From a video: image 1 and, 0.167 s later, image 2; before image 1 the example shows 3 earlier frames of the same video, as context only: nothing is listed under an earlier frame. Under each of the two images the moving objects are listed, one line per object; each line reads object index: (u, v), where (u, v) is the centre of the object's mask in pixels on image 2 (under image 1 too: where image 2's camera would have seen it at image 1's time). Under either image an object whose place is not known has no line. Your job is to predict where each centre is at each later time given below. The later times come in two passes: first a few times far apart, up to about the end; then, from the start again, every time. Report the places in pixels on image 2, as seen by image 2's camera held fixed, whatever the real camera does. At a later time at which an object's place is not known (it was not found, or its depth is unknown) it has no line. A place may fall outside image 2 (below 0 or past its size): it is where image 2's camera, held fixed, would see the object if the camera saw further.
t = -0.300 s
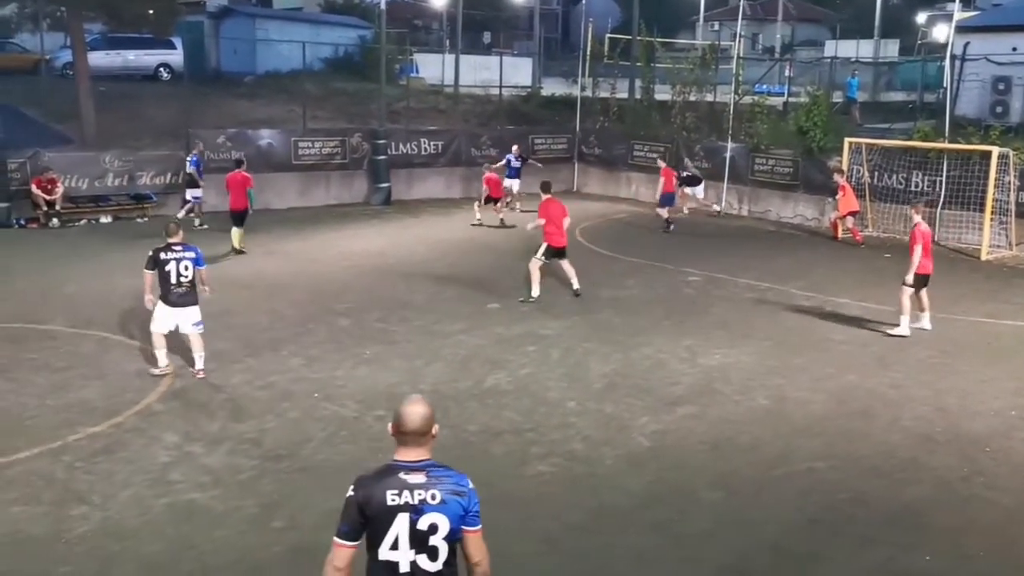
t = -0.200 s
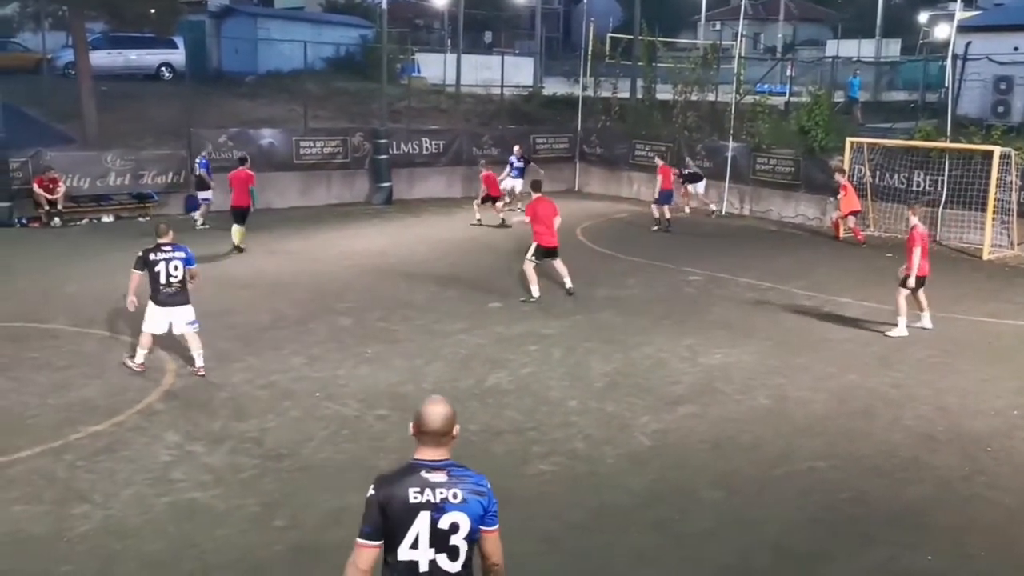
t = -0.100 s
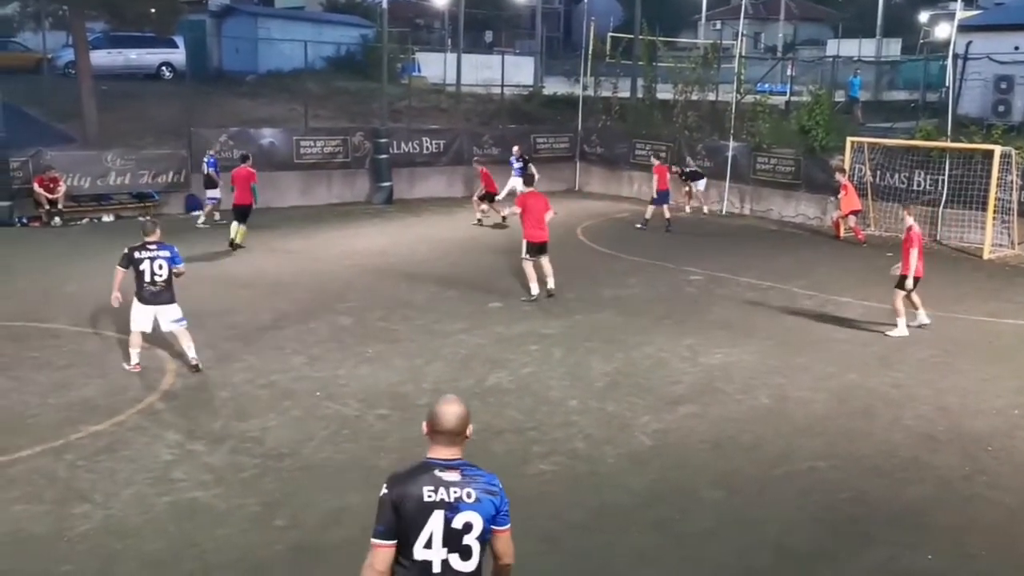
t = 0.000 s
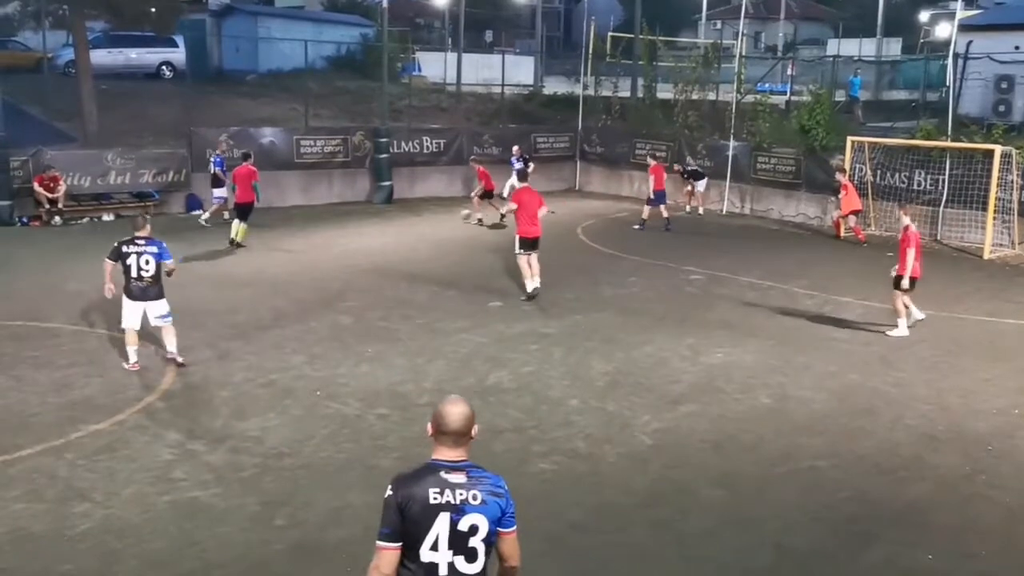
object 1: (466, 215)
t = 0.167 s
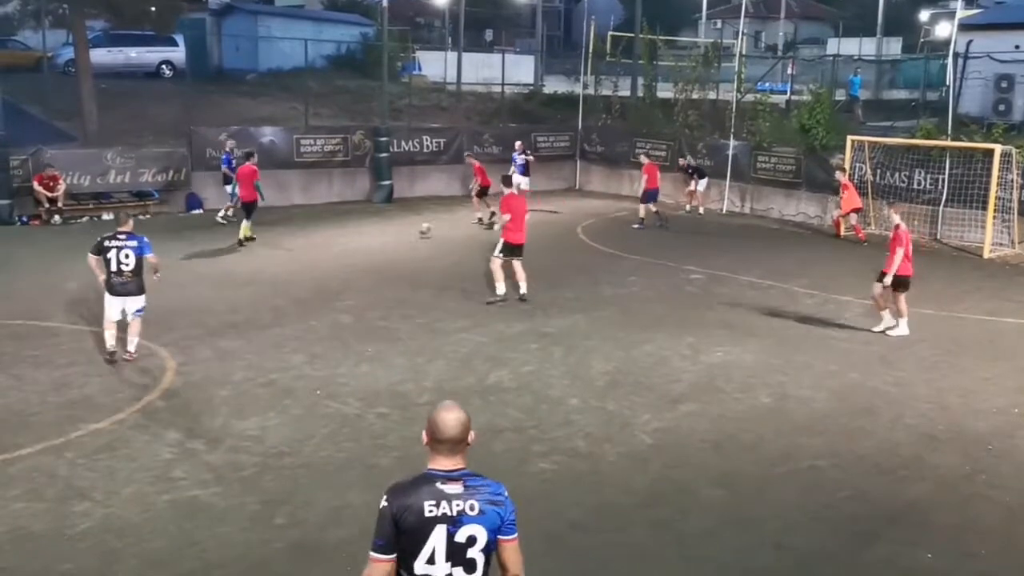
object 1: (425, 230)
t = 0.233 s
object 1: (407, 238)
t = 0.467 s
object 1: (341, 266)
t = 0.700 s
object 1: (257, 298)
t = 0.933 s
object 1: (179, 332)
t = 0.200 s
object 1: (421, 232)
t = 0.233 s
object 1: (407, 238)
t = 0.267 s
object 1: (402, 240)
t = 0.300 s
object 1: (397, 241)
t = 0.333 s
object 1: (379, 250)
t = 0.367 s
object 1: (370, 253)
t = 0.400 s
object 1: (365, 254)
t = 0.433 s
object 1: (360, 253)
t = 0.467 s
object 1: (341, 266)
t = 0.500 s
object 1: (322, 273)
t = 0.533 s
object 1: (318, 273)
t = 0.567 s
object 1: (306, 275)
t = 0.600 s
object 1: (290, 280)
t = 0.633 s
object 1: (285, 283)
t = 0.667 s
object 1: (274, 289)
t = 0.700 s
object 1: (257, 298)
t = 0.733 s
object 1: (244, 307)
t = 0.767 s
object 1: (239, 312)
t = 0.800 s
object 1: (222, 317)
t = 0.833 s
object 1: (210, 320)
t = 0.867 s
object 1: (198, 324)
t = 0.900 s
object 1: (185, 330)
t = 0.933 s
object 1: (179, 332)
